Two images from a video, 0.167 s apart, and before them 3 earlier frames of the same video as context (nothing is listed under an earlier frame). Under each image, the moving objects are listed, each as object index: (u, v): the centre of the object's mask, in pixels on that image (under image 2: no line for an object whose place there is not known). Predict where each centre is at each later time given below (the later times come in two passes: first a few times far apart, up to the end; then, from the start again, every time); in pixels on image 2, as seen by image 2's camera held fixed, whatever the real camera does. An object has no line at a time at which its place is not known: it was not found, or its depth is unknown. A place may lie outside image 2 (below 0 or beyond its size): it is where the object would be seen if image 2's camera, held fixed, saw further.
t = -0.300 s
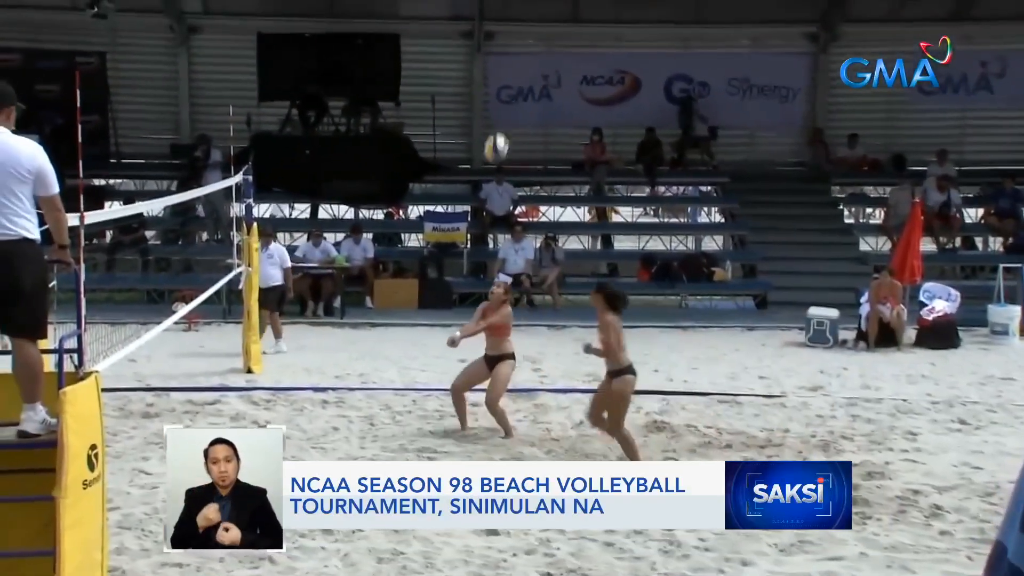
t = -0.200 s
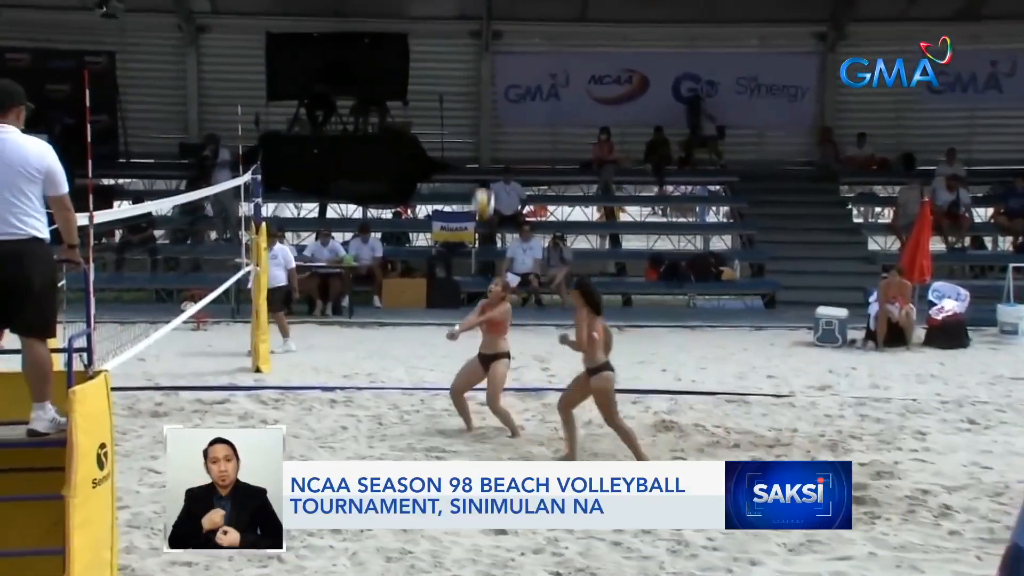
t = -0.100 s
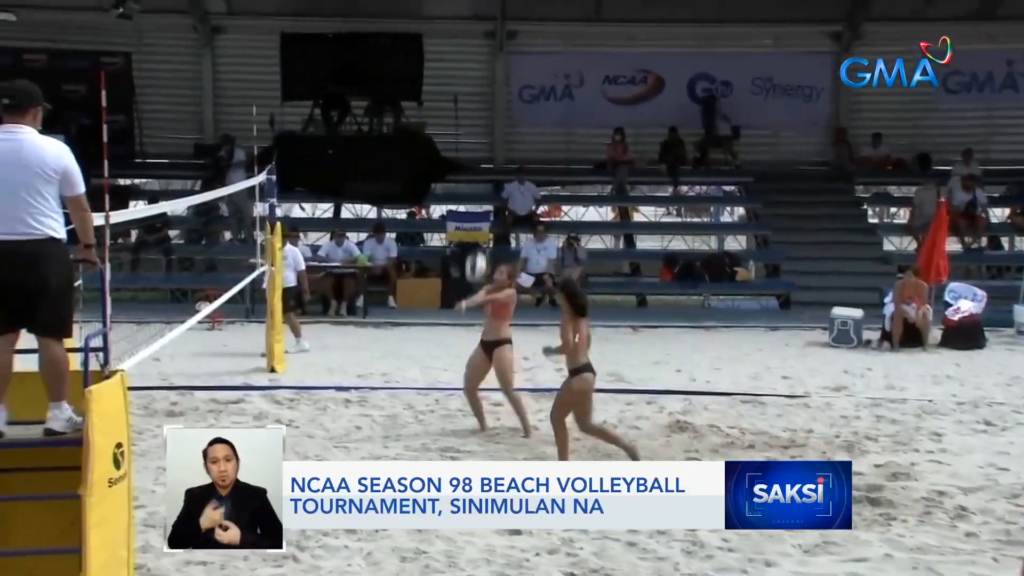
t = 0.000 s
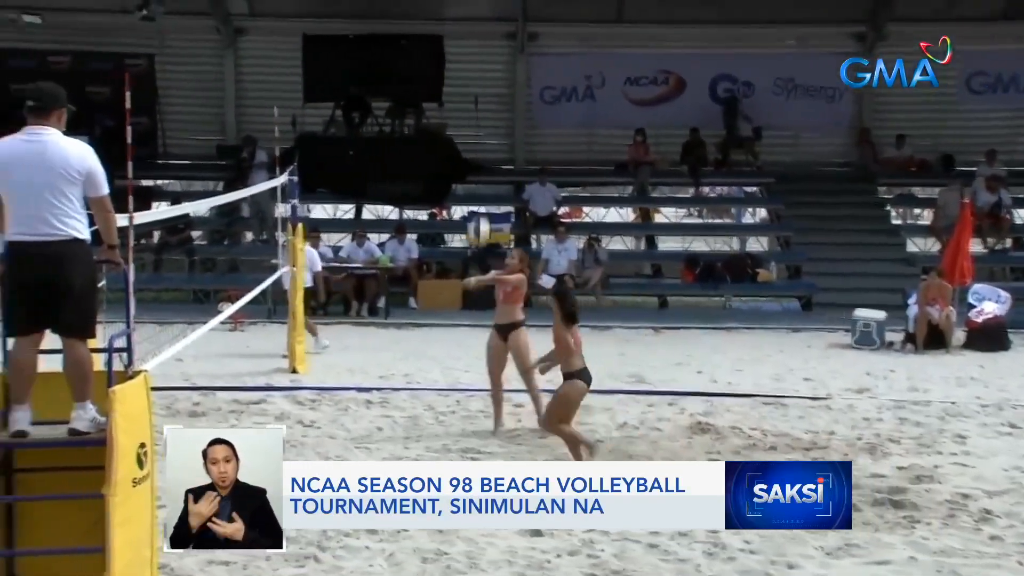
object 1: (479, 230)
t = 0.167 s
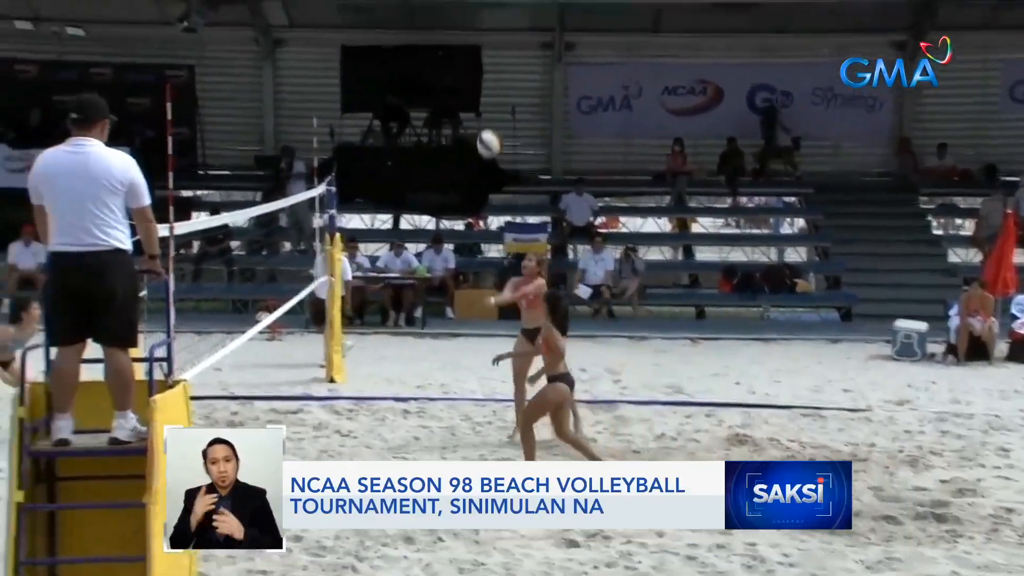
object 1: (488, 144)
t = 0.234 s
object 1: (478, 113)
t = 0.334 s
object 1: (461, 74)
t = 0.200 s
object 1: (483, 128)
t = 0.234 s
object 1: (478, 113)
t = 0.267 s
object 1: (472, 99)
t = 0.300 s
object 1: (467, 86)
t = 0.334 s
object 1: (461, 74)
